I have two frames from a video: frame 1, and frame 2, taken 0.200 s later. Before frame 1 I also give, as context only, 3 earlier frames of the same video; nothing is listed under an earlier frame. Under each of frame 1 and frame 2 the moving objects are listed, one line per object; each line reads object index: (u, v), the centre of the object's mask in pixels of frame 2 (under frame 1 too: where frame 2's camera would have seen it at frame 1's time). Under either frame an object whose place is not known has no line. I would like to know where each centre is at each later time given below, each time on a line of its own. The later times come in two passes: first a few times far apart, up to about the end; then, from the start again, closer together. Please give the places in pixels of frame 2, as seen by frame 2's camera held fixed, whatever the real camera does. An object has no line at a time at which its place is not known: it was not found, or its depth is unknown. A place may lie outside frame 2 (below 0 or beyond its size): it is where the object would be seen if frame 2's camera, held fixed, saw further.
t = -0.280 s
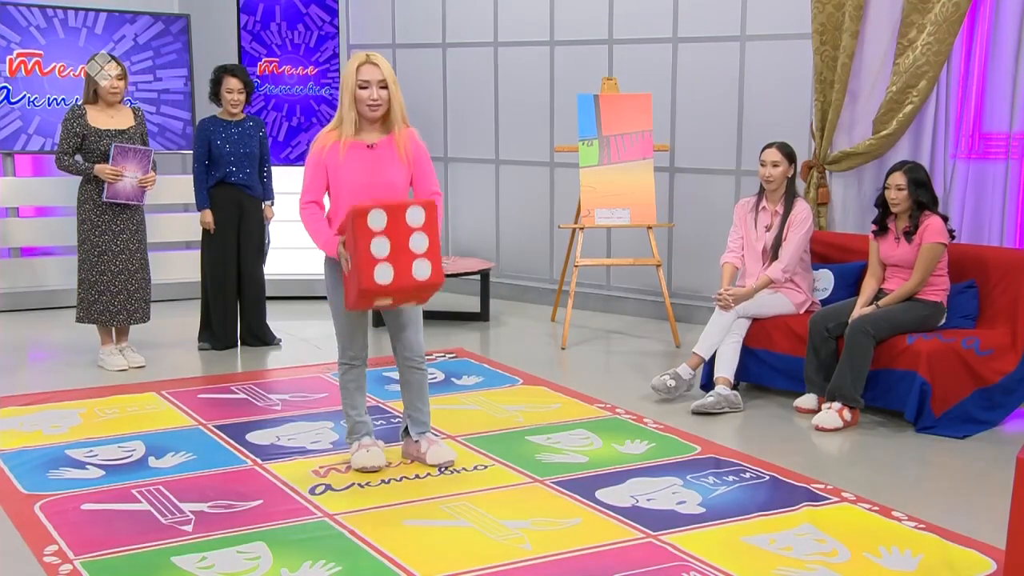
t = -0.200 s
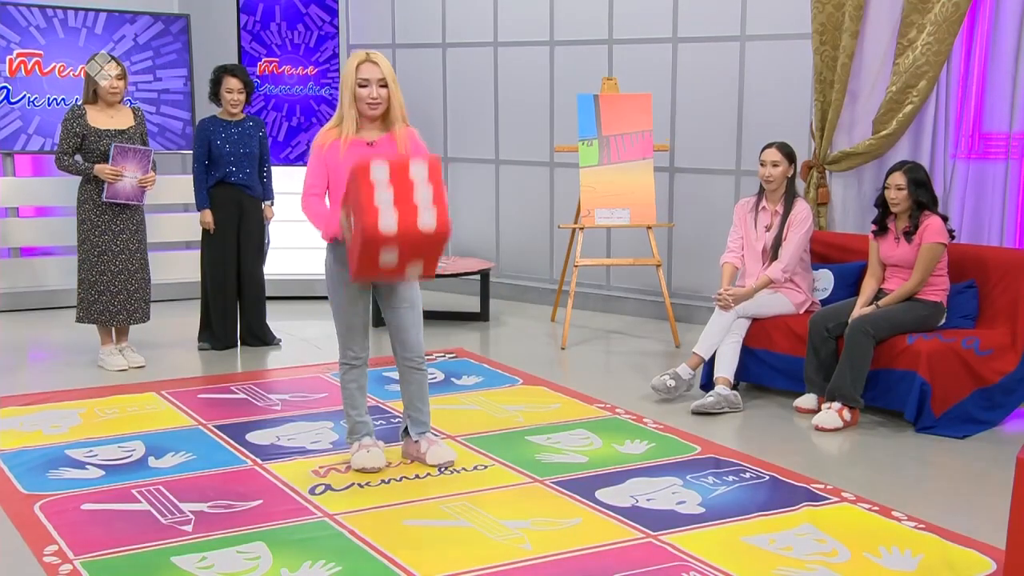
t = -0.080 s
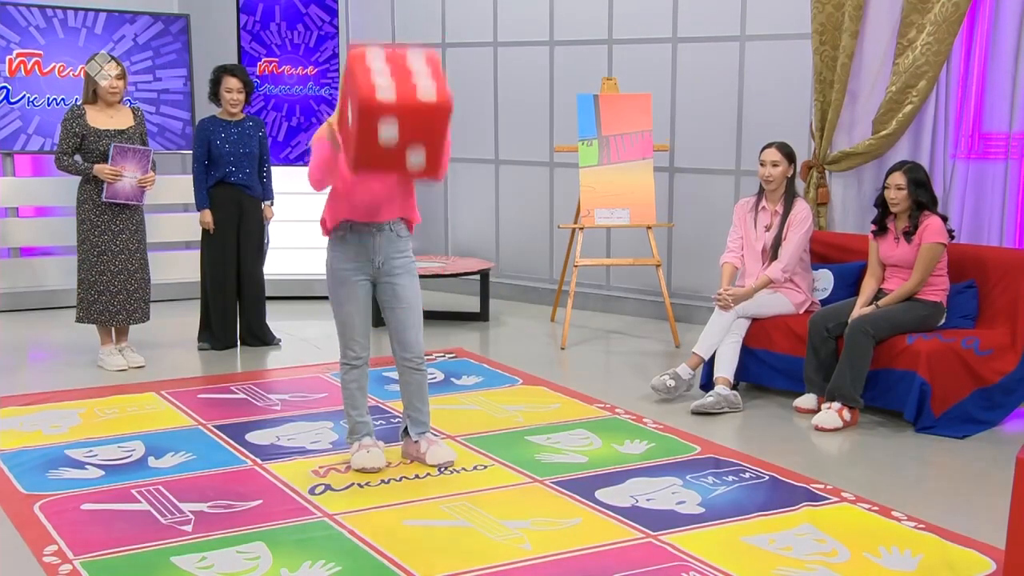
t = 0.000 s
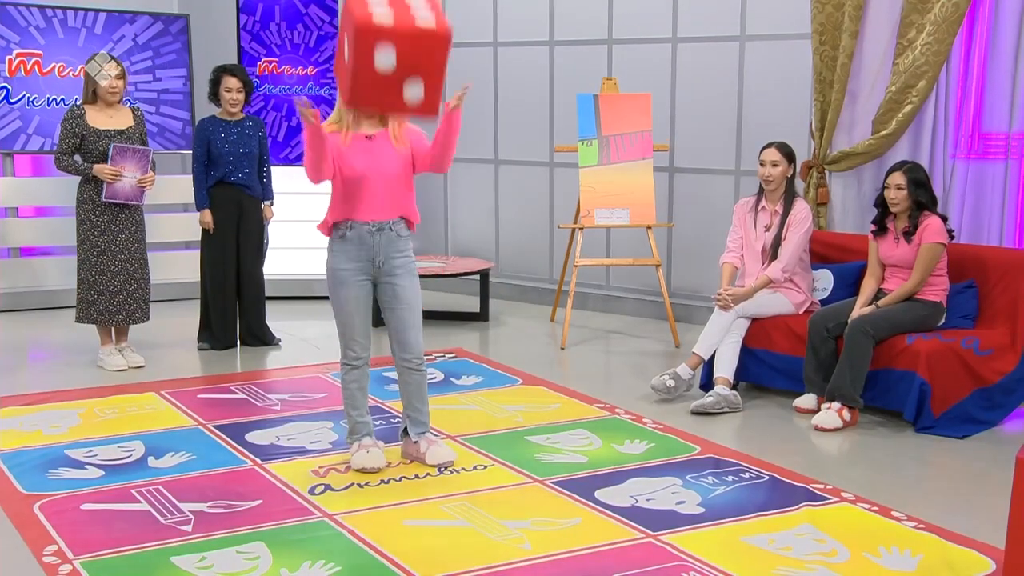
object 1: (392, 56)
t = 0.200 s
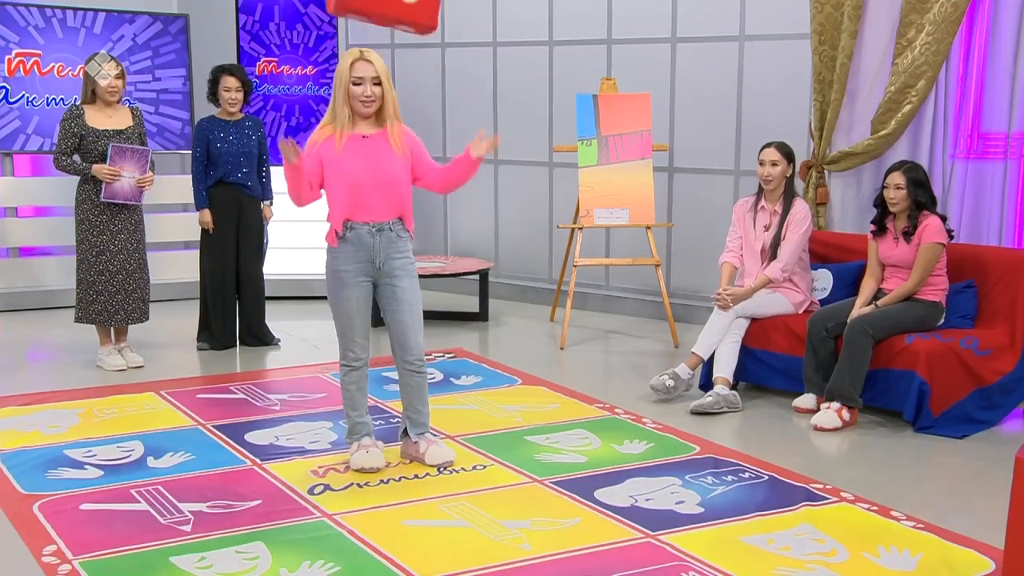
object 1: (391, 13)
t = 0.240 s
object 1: (390, 13)
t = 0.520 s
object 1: (388, 83)
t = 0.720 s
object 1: (389, 327)
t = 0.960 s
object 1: (379, 504)
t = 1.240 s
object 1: (359, 456)
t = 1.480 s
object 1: (365, 506)
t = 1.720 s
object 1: (396, 480)
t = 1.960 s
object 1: (389, 462)
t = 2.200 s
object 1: (395, 477)
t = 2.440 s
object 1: (395, 479)
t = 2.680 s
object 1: (395, 479)
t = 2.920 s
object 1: (395, 479)
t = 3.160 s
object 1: (395, 479)
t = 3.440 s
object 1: (395, 479)
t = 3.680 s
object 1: (395, 479)
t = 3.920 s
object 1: (395, 479)
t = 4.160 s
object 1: (395, 479)
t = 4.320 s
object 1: (395, 479)
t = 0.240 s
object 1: (390, 13)
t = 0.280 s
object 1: (388, 15)
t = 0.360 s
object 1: (385, 27)
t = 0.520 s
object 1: (388, 83)
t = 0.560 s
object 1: (388, 121)
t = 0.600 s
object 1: (388, 168)
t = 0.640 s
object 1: (388, 217)
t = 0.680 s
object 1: (388, 269)
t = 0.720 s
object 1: (389, 327)
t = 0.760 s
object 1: (391, 389)
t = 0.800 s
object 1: (389, 459)
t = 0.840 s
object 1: (392, 521)
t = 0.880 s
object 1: (392, 538)
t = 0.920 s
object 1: (385, 520)
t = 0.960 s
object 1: (379, 504)
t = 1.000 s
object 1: (376, 487)
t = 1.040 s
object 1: (373, 468)
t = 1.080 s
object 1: (370, 455)
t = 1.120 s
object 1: (367, 449)
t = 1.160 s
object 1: (364, 446)
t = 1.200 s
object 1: (361, 449)
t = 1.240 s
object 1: (359, 456)
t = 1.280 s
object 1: (356, 467)
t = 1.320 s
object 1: (354, 484)
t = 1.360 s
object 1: (352, 504)
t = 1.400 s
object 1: (351, 517)
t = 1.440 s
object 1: (357, 516)
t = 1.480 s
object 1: (365, 506)
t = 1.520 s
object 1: (372, 493)
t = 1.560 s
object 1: (379, 484)
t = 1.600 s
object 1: (384, 481)
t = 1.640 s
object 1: (390, 479)
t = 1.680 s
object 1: (393, 479)
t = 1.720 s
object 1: (396, 480)
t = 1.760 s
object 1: (399, 484)
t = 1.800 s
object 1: (399, 483)
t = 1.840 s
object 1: (397, 478)
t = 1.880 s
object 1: (394, 472)
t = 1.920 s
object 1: (391, 466)
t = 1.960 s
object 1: (389, 462)
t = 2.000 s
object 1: (388, 462)
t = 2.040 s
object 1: (387, 462)
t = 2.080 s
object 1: (388, 464)
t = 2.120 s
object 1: (389, 468)
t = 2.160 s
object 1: (391, 473)
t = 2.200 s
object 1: (395, 477)
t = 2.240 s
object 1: (397, 478)
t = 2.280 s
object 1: (396, 478)
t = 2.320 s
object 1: (395, 479)
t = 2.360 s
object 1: (395, 479)
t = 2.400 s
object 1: (395, 479)
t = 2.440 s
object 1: (395, 479)
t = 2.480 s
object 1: (395, 479)
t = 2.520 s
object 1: (395, 479)
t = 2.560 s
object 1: (395, 479)
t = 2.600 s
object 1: (395, 479)
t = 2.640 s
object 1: (395, 479)
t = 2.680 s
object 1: (395, 479)
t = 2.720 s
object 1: (395, 479)
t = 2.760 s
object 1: (395, 479)
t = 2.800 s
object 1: (395, 479)
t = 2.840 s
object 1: (395, 479)
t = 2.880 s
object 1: (395, 479)
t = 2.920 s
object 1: (395, 479)
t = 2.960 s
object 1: (395, 479)
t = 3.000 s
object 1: (395, 479)
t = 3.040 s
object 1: (395, 479)
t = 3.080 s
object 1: (395, 479)
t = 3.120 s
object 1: (395, 479)
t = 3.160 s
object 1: (395, 479)
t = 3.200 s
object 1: (395, 479)
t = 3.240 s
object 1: (395, 479)
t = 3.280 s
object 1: (395, 479)
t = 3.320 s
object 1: (395, 479)
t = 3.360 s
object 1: (395, 479)
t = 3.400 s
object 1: (395, 479)
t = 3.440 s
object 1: (395, 479)
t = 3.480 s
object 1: (395, 479)
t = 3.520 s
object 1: (395, 479)
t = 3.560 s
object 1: (395, 479)
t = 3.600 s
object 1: (395, 479)
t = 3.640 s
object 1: (395, 479)
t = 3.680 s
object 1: (395, 479)
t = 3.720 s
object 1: (395, 479)
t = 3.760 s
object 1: (395, 479)
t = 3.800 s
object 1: (395, 479)
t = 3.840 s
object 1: (395, 479)
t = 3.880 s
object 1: (395, 479)
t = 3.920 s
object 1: (395, 479)
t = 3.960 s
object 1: (395, 479)
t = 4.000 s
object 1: (395, 479)
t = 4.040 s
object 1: (395, 479)
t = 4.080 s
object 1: (395, 479)
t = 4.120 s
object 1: (395, 479)
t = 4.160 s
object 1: (395, 479)
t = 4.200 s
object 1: (395, 479)
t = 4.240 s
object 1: (395, 479)
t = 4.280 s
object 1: (395, 479)
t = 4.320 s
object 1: (395, 479)
